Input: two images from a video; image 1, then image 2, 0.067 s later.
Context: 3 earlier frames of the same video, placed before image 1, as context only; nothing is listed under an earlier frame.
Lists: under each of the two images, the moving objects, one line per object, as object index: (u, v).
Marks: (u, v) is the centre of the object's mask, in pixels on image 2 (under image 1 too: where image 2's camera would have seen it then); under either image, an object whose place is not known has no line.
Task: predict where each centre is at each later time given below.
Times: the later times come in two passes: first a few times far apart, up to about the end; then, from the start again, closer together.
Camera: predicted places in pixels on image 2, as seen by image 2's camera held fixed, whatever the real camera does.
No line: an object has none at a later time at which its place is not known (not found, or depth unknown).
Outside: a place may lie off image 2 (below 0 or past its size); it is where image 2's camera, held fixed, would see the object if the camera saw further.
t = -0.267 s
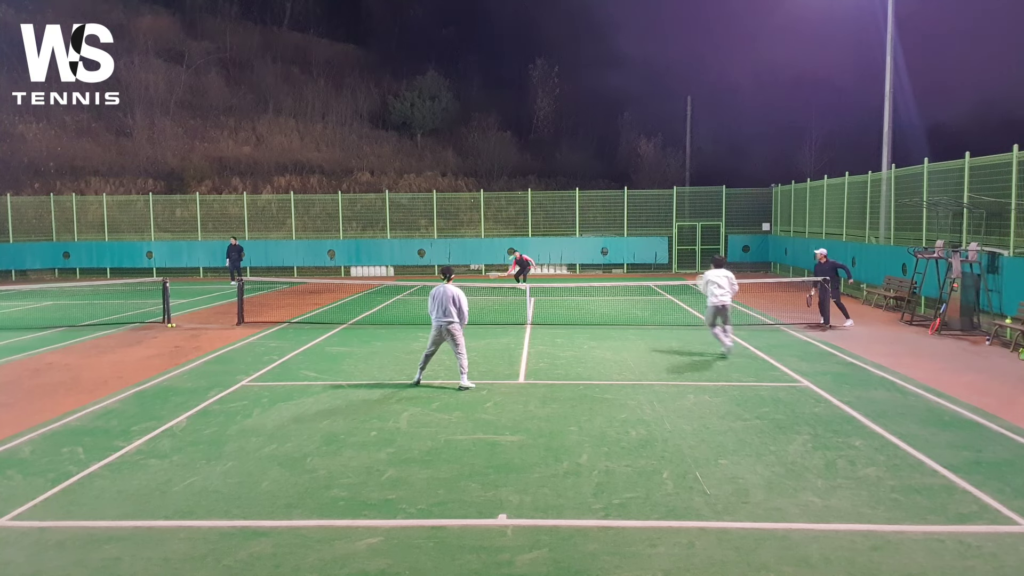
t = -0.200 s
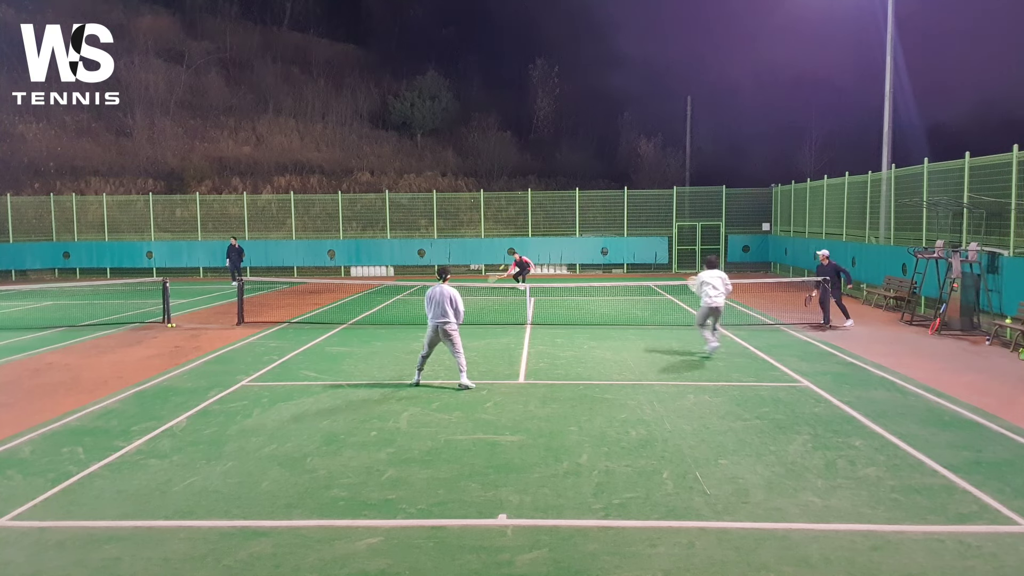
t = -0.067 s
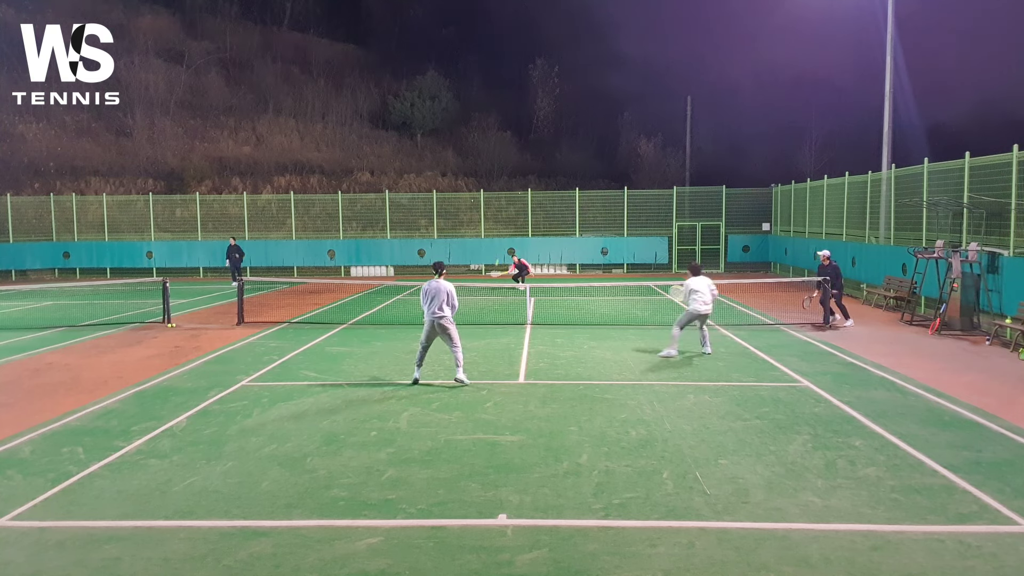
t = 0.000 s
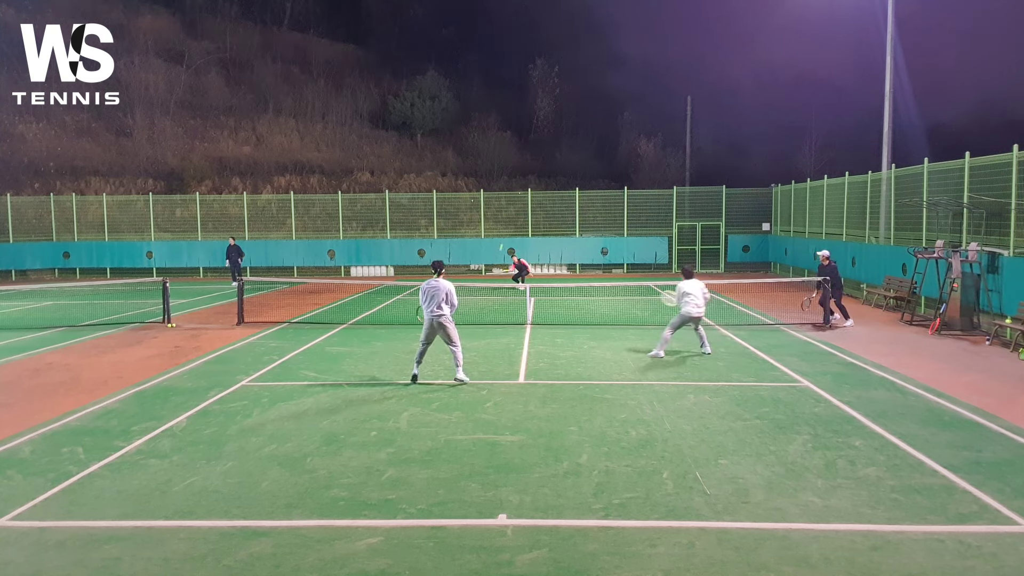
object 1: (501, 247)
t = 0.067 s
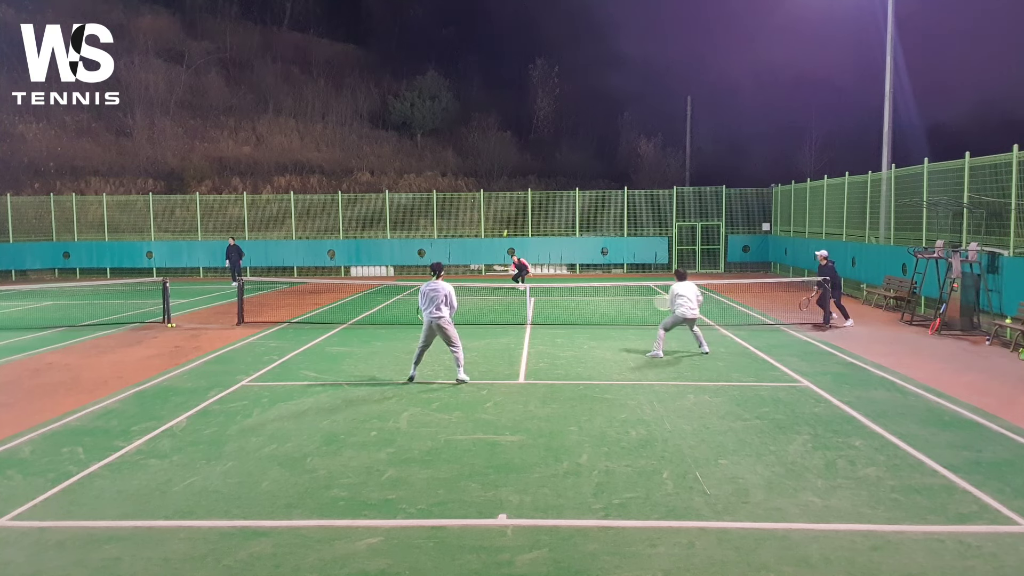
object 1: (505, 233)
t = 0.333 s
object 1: (524, 185)
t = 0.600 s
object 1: (546, 156)
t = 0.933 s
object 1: (580, 159)
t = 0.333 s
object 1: (524, 185)
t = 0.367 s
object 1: (526, 180)
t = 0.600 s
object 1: (546, 156)
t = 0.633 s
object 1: (549, 154)
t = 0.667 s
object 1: (552, 153)
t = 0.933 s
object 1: (580, 159)
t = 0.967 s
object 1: (583, 163)
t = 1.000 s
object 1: (587, 167)
